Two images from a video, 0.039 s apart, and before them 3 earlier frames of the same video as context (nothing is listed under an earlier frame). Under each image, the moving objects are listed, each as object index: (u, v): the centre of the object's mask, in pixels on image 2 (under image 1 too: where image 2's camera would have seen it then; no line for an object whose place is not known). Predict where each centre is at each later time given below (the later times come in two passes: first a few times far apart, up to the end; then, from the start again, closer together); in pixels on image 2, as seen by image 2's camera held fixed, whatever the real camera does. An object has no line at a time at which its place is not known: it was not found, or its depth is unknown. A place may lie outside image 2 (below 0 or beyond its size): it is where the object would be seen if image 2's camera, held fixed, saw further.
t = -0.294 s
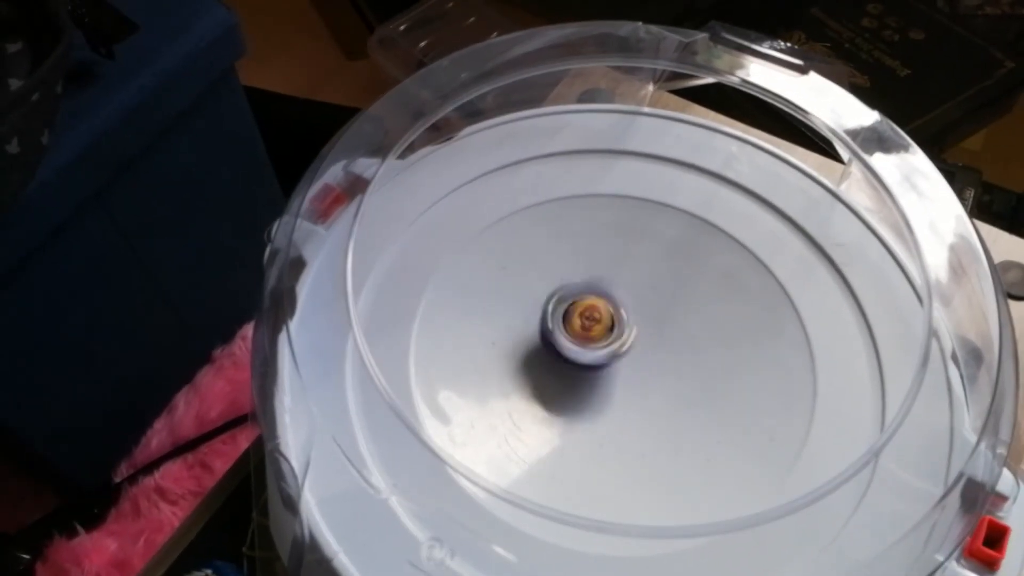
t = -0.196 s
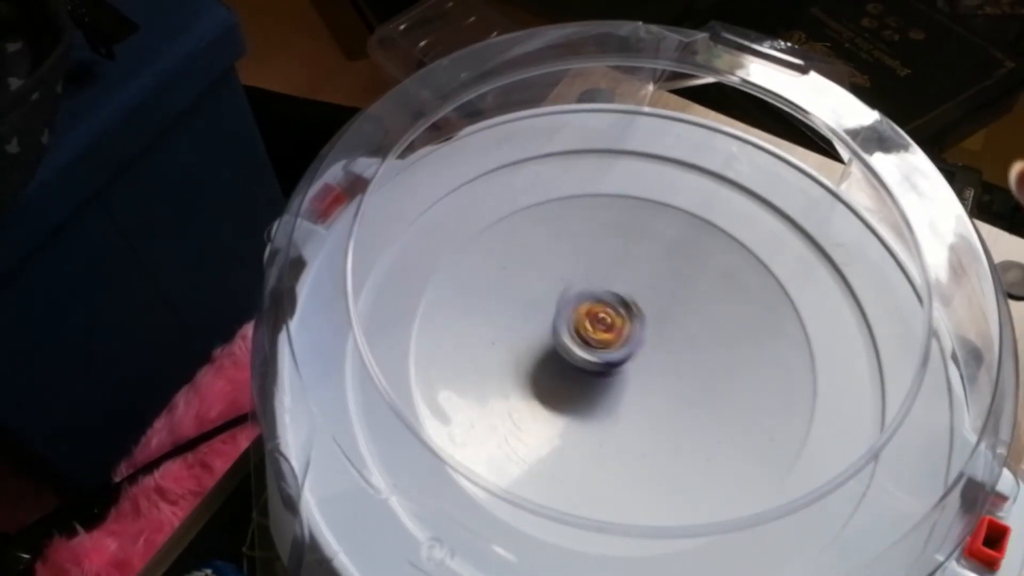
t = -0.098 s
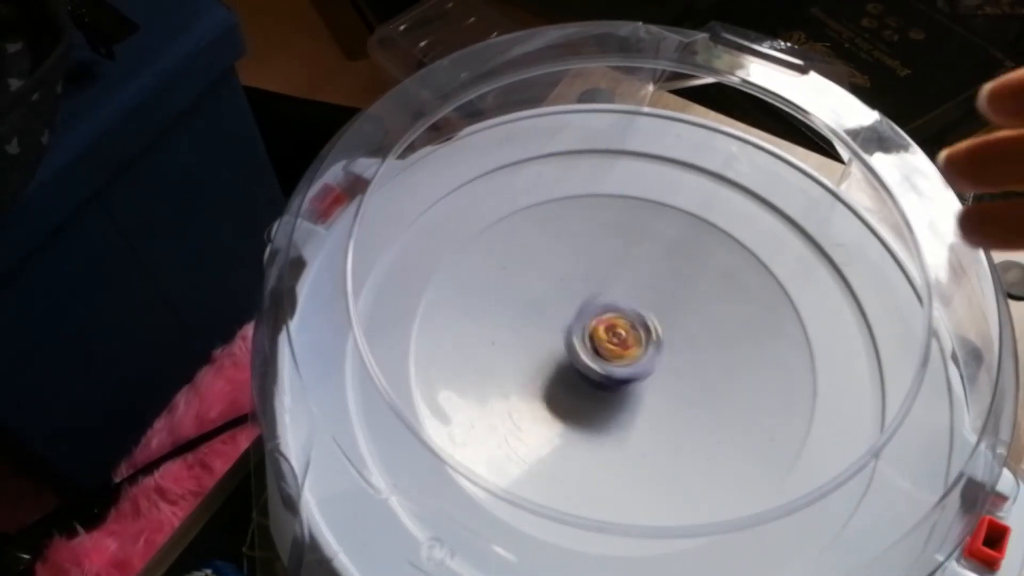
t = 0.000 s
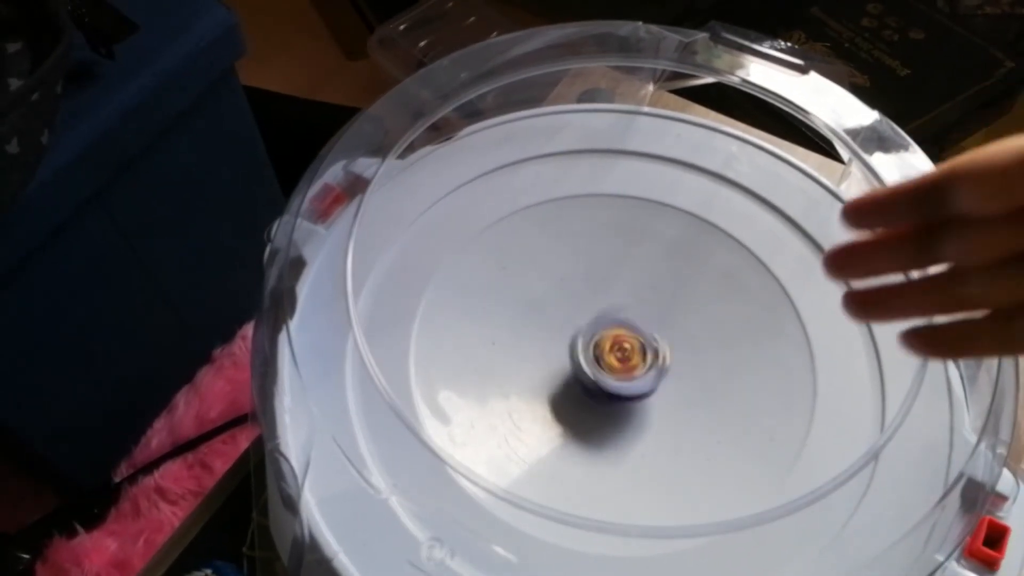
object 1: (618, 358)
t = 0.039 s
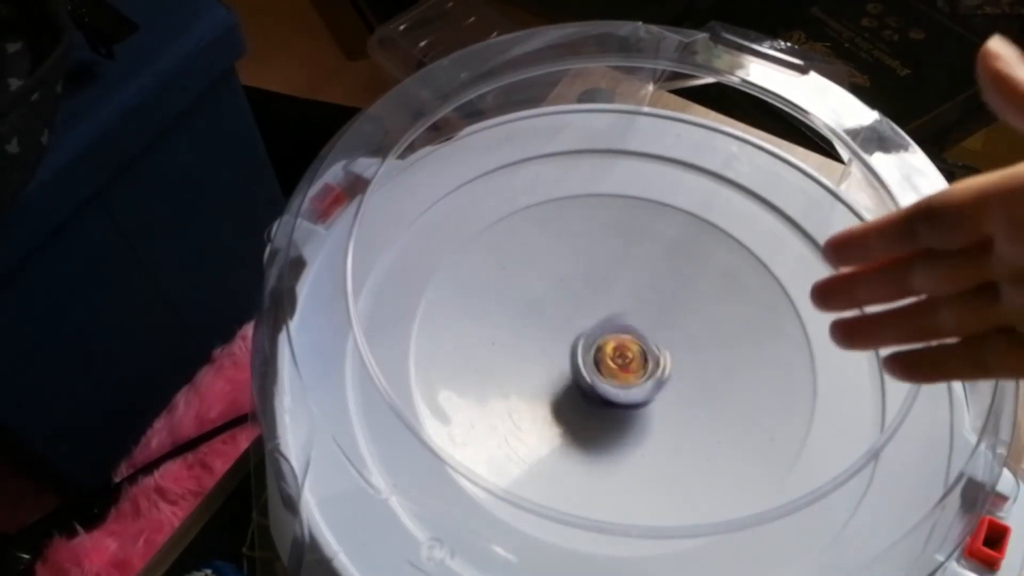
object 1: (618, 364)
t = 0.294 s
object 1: (598, 371)
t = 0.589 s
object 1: (630, 336)
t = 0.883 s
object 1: (630, 355)
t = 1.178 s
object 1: (587, 334)
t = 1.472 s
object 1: (614, 342)
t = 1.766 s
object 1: (602, 371)
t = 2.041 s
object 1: (608, 343)
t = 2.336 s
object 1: (642, 350)
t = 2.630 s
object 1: (602, 345)
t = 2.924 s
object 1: (607, 329)
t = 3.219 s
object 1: (609, 366)
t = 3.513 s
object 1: (597, 352)
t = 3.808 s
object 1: (636, 349)
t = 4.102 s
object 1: (613, 356)
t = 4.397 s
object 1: (605, 328)
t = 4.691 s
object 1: (615, 352)
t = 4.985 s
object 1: (595, 357)
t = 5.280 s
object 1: (615, 339)
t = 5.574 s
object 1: (629, 358)
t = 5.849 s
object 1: (600, 347)
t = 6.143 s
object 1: (614, 335)
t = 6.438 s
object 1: (613, 361)
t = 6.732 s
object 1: (598, 351)
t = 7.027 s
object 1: (625, 340)
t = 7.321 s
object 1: (615, 354)
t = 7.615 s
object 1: (602, 337)
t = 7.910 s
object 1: (615, 342)
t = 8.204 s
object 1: (620, 358)
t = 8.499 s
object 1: (613, 357)
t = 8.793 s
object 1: (604, 339)
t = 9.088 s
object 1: (618, 341)
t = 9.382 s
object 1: (602, 357)
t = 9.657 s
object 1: (602, 344)
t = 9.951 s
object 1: (625, 352)
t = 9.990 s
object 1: (625, 352)
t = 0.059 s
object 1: (618, 368)
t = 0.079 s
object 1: (618, 373)
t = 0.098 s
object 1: (616, 372)
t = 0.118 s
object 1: (615, 376)
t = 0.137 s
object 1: (612, 374)
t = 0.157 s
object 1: (610, 378)
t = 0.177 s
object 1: (608, 376)
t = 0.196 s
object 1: (606, 376)
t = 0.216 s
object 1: (603, 377)
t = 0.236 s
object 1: (603, 375)
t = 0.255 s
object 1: (601, 375)
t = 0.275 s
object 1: (602, 372)
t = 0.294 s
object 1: (598, 371)
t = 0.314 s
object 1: (598, 365)
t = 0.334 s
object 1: (600, 363)
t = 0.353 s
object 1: (598, 358)
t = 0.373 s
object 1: (601, 358)
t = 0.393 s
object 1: (601, 354)
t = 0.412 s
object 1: (604, 353)
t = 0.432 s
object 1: (604, 349)
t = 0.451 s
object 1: (609, 345)
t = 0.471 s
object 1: (610, 344)
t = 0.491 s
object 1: (615, 340)
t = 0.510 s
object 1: (616, 340)
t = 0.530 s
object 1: (619, 339)
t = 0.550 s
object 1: (621, 338)
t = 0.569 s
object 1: (625, 334)
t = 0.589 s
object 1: (630, 336)
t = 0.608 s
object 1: (631, 335)
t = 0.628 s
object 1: (635, 336)
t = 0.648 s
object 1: (637, 333)
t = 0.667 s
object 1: (638, 337)
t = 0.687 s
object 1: (642, 339)
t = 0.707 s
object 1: (644, 339)
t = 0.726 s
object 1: (643, 342)
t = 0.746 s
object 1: (645, 342)
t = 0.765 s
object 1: (642, 344)
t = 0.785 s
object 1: (644, 346)
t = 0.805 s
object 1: (640, 348)
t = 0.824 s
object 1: (638, 350)
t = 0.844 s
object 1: (637, 353)
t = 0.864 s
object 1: (632, 352)
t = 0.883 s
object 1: (630, 355)
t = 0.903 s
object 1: (627, 353)
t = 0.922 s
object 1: (623, 356)
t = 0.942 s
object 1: (616, 355)
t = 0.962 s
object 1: (614, 354)
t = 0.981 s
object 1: (611, 354)
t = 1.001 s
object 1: (610, 352)
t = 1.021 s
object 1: (605, 350)
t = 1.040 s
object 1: (603, 350)
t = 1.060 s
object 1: (598, 347)
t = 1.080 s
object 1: (595, 343)
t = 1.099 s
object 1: (592, 342)
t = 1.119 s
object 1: (592, 340)
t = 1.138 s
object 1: (590, 339)
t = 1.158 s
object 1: (590, 336)
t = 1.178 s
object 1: (587, 334)
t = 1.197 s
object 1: (588, 330)
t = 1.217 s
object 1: (590, 329)
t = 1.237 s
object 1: (590, 326)
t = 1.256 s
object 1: (591, 326)
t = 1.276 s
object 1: (593, 325)
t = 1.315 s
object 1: (598, 326)
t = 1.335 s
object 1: (602, 327)
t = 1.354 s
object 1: (604, 327)
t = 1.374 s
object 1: (607, 329)
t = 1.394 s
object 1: (607, 330)
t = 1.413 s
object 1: (610, 334)
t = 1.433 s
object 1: (611, 334)
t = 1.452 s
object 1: (615, 338)
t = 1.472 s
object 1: (614, 342)
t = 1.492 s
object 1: (617, 345)
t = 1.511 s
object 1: (617, 348)
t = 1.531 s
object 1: (619, 351)
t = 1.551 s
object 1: (617, 351)
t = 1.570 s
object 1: (616, 357)
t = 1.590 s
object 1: (616, 361)
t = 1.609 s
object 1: (616, 361)
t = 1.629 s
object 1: (614, 365)
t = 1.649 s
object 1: (614, 367)
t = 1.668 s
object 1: (612, 368)
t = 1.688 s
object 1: (607, 372)
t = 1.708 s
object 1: (607, 373)
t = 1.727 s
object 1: (604, 371)
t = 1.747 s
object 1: (603, 373)
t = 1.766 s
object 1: (602, 371)
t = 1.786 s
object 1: (599, 373)
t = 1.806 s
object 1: (599, 371)
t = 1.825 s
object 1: (597, 369)
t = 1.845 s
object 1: (595, 366)
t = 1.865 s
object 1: (594, 365)
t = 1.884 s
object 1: (594, 362)
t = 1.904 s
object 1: (594, 361)
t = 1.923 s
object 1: (597, 357)
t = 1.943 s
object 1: (599, 354)
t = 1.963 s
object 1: (599, 350)
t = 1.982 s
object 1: (602, 350)
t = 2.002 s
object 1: (603, 345)
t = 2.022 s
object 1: (604, 345)
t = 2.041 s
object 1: (608, 343)
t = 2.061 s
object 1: (615, 341)
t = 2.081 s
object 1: (614, 339)
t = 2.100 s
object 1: (618, 340)
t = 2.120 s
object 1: (620, 338)
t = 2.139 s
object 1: (623, 339)
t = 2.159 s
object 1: (626, 337)
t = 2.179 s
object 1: (627, 339)
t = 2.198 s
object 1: (633, 339)
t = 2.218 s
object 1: (638, 340)
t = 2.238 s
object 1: (637, 340)
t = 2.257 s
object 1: (638, 344)
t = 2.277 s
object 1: (640, 343)
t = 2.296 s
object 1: (640, 345)
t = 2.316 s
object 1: (640, 348)
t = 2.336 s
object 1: (642, 350)
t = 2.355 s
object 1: (640, 350)
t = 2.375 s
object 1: (639, 354)
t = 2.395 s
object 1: (637, 353)
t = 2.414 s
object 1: (634, 356)
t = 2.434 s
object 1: (633, 355)
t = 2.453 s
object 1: (628, 357)
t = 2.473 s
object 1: (623, 355)
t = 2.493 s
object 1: (620, 357)
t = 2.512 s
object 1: (618, 355)
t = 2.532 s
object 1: (615, 355)
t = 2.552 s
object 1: (614, 353)
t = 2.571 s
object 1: (608, 352)
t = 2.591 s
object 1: (605, 349)
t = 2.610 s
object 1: (603, 349)
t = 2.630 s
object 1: (602, 345)
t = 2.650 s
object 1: (598, 343)
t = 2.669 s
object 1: (599, 342)
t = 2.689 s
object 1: (597, 339)
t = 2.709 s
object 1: (594, 335)
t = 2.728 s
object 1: (594, 334)
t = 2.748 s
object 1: (596, 332)
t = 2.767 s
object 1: (595, 331)
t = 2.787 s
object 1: (598, 330)
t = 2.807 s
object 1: (597, 328)
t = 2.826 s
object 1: (599, 326)
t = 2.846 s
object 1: (600, 326)
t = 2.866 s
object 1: (604, 326)
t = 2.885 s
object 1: (604, 326)
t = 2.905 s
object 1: (607, 329)
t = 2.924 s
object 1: (607, 329)
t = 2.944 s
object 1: (611, 330)
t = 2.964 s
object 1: (611, 333)
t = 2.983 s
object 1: (614, 336)
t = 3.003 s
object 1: (614, 337)
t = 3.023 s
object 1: (616, 340)
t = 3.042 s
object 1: (615, 339)
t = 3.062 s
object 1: (617, 347)
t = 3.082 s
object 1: (617, 349)
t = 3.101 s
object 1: (617, 352)
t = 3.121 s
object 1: (616, 352)
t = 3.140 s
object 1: (614, 357)
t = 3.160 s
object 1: (614, 358)
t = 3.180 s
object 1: (613, 359)
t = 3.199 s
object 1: (610, 362)
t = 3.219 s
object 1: (609, 366)
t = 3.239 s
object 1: (607, 365)
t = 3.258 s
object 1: (605, 367)
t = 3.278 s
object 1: (605, 367)
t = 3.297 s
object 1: (601, 367)
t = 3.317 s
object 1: (598, 366)
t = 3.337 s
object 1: (596, 367)
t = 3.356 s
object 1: (597, 365)
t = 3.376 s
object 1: (594, 363)
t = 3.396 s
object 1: (596, 364)
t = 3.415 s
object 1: (594, 362)
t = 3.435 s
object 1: (595, 358)
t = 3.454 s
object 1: (592, 357)
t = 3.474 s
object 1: (596, 356)
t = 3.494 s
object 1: (595, 353)
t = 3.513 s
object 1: (597, 352)
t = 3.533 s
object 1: (600, 349)
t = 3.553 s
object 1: (599, 349)
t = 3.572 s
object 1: (605, 346)
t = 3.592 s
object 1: (608, 346)
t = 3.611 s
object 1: (610, 342)
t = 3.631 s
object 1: (610, 343)
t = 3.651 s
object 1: (615, 343)
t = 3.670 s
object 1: (617, 341)
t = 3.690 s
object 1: (622, 341)
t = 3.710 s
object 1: (623, 343)
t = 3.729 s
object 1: (628, 344)
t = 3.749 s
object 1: (629, 344)
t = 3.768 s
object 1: (632, 346)
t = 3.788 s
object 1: (632, 345)
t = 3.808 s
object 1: (636, 349)
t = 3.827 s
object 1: (636, 349)
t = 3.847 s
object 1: (638, 353)
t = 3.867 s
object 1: (637, 353)
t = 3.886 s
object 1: (636, 354)
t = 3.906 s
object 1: (637, 355)
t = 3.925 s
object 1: (634, 357)
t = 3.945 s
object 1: (632, 357)
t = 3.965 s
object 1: (629, 359)
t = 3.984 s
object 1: (630, 359)
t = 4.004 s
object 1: (627, 360)
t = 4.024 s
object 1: (626, 360)
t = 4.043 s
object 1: (623, 358)
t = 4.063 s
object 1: (618, 358)
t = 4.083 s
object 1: (614, 356)
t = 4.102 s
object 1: (613, 356)
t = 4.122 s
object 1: (611, 353)
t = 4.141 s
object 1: (606, 353)
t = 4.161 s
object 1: (607, 352)
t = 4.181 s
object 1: (604, 348)
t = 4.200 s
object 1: (602, 344)
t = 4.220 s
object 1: (600, 342)
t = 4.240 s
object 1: (601, 342)
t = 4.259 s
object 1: (598, 339)
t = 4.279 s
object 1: (598, 337)
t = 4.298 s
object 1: (600, 334)
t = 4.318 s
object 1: (601, 333)
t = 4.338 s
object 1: (600, 330)
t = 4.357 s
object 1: (601, 329)
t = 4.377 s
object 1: (605, 329)
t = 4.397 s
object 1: (605, 328)
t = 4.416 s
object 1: (606, 329)
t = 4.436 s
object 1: (607, 329)
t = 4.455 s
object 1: (612, 329)
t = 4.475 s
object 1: (611, 328)
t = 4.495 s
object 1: (611, 332)
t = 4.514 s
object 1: (614, 332)
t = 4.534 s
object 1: (615, 333)
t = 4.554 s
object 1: (617, 335)
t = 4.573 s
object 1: (615, 339)
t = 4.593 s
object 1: (618, 340)
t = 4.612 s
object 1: (618, 342)
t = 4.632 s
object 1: (619, 345)
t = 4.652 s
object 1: (617, 345)
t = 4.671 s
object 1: (615, 350)
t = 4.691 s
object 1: (615, 352)
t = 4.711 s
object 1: (615, 355)
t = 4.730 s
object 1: (613, 354)
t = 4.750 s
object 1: (610, 358)
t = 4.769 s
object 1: (611, 359)
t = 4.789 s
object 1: (608, 359)
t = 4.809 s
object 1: (606, 361)
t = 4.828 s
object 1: (603, 360)
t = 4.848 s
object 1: (602, 363)
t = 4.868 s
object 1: (599, 361)
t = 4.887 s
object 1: (598, 362)
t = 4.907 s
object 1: (598, 361)
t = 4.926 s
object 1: (596, 360)
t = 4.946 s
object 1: (595, 359)
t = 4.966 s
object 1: (594, 358)
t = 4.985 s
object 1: (595, 357)
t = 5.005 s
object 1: (593, 354)
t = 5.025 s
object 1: (592, 355)
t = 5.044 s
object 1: (595, 353)
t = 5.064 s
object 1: (595, 351)
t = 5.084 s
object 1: (597, 348)
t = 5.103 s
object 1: (596, 348)
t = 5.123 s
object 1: (600, 347)
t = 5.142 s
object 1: (600, 344)
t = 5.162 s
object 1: (601, 344)
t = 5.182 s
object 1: (605, 342)
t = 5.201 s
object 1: (607, 344)
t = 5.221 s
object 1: (610, 341)
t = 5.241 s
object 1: (611, 341)
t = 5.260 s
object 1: (615, 342)
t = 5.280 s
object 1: (615, 339)
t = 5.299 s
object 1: (616, 342)
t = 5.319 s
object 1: (622, 343)
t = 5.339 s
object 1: (624, 344)
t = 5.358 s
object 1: (626, 343)
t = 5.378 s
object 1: (626, 345)
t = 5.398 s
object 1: (630, 347)
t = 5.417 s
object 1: (629, 345)
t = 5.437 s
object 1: (633, 350)
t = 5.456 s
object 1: (632, 350)
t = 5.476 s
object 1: (632, 353)
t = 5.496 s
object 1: (632, 352)
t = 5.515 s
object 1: (631, 355)
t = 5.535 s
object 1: (632, 356)
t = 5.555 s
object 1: (630, 355)
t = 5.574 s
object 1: (629, 358)
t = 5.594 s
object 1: (625, 358)
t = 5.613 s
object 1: (624, 359)
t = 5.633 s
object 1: (624, 358)
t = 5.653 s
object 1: (620, 358)
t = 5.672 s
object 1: (619, 360)
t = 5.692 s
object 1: (614, 358)
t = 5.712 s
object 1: (614, 356)
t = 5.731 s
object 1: (610, 354)
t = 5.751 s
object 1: (608, 355)
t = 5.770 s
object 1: (609, 354)
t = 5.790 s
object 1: (605, 352)
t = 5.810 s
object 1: (604, 348)
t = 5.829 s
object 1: (601, 347)
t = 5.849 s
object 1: (600, 347)
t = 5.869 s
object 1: (600, 343)
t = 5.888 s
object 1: (599, 343)
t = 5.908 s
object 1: (600, 341)
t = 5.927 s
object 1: (598, 338)
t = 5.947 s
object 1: (601, 336)
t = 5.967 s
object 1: (599, 334)
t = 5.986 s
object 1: (600, 335)
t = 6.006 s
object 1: (602, 333)
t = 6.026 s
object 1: (602, 332)
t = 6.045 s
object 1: (604, 333)
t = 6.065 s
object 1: (606, 332)
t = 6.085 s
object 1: (610, 333)
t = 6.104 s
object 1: (609, 331)
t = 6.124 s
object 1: (610, 334)
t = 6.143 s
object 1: (614, 335)
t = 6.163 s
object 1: (613, 334)
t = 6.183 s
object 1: (617, 337)
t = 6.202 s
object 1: (616, 337)
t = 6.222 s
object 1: (616, 341)
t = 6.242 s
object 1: (619, 342)
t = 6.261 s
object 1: (619, 343)
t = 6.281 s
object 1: (620, 347)
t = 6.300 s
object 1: (619, 346)
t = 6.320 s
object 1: (620, 354)
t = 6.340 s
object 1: (618, 353)
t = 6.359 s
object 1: (618, 355)
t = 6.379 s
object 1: (619, 356)
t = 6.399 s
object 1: (616, 356)
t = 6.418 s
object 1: (614, 360)
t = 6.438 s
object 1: (613, 361)
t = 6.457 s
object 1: (612, 362)
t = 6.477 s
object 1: (612, 362)
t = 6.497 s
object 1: (608, 363)
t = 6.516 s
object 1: (607, 364)
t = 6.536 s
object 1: (607, 363)
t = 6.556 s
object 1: (605, 364)
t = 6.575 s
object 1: (603, 362)
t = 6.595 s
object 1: (601, 362)
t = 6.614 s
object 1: (602, 361)
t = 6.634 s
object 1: (600, 359)
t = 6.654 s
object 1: (599, 359)
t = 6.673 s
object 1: (601, 357)
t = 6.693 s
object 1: (597, 355)
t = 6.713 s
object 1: (600, 354)
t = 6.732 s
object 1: (598, 351)
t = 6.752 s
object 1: (599, 351)
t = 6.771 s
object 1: (602, 348)
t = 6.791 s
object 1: (600, 346)
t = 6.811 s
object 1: (604, 345)
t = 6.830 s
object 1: (605, 343)
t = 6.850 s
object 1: (607, 342)
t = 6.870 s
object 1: (610, 341)
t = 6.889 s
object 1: (609, 341)
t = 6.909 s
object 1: (610, 341)
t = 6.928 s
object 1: (616, 340)
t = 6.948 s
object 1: (618, 340)
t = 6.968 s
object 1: (620, 339)
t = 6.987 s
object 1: (620, 340)
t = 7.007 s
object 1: (623, 342)
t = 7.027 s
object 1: (625, 340)
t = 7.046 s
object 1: (625, 342)
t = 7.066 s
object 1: (628, 343)
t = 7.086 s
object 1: (627, 344)
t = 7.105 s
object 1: (630, 346)
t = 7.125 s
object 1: (628, 345)
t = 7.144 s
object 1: (628, 348)
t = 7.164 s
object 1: (631, 349)
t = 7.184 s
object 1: (627, 353)
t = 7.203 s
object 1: (628, 353)
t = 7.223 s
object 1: (625, 353)
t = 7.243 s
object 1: (624, 356)
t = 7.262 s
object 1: (625, 355)
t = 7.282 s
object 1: (621, 354)
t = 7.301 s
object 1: (619, 356)
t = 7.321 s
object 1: (615, 354)
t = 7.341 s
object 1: (613, 355)
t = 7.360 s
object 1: (613, 354)
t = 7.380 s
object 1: (608, 352)
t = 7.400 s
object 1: (606, 353)
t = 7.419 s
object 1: (606, 352)
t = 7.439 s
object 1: (602, 349)
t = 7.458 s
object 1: (603, 347)
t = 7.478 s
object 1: (600, 345)
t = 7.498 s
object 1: (598, 345)
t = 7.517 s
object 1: (601, 344)
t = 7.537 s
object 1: (599, 341)
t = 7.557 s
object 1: (601, 340)
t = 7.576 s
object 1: (599, 337)
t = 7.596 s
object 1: (598, 337)
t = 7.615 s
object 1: (602, 337)
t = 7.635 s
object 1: (601, 335)
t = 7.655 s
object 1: (601, 335)
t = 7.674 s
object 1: (605, 335)
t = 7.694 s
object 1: (604, 335)
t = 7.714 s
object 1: (607, 336)
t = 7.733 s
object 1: (607, 335)
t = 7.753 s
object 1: (609, 335)
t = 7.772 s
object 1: (611, 336)
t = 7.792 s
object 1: (609, 335)
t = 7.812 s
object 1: (613, 338)
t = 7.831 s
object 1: (613, 338)
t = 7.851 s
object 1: (614, 338)
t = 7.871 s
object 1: (617, 340)
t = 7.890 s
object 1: (614, 339)
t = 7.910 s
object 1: (615, 342)
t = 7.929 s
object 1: (617, 344)
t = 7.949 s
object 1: (619, 345)
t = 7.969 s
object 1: (621, 346)
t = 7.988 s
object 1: (619, 345)
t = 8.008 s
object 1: (619, 349)
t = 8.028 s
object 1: (622, 351)
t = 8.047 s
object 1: (621, 350)
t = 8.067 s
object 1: (623, 352)
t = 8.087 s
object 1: (620, 352)
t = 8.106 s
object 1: (620, 355)
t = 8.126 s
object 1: (622, 356)
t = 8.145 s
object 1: (621, 354)
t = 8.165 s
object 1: (622, 356)
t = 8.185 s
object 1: (622, 356)
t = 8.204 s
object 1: (620, 358)
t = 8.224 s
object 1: (622, 360)
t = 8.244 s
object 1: (621, 357)
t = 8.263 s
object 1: (621, 359)
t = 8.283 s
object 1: (622, 359)
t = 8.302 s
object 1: (618, 360)
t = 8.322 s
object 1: (619, 362)
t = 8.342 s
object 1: (620, 360)
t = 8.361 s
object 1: (618, 359)
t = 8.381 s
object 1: (619, 360)
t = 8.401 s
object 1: (618, 359)
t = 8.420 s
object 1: (615, 359)
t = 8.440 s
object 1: (616, 359)
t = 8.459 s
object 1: (614, 358)
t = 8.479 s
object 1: (613, 358)
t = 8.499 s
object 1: (613, 357)
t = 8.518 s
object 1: (610, 355)
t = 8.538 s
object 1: (609, 356)
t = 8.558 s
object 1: (608, 352)
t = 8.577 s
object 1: (607, 353)
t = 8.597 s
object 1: (609, 351)
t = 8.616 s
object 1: (606, 349)
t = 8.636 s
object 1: (605, 350)
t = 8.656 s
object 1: (607, 349)
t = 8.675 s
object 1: (604, 346)
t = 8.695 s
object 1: (606, 345)
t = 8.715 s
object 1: (605, 343)
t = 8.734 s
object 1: (604, 342)
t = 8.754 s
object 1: (605, 342)
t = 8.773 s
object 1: (605, 339)
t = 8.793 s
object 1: (604, 339)
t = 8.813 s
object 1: (606, 338)
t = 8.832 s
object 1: (605, 337)
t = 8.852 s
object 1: (606, 337)
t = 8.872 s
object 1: (608, 336)
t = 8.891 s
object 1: (607, 335)
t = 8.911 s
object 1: (608, 335)
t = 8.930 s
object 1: (609, 334)
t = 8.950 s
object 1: (610, 335)
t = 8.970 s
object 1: (613, 337)
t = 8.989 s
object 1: (613, 334)
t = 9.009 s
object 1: (613, 337)
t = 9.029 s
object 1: (616, 340)
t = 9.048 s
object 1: (616, 338)
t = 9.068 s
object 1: (617, 342)
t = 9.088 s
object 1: (618, 341)
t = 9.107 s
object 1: (617, 343)
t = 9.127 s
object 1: (617, 347)
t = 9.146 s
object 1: (618, 347)
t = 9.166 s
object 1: (616, 348)
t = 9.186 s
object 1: (616, 352)
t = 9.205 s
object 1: (613, 352)
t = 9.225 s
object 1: (612, 355)
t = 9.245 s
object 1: (613, 356)
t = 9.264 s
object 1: (610, 354)
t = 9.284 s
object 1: (608, 357)
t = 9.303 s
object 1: (606, 356)
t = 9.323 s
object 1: (605, 358)
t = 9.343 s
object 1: (605, 358)
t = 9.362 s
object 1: (604, 357)
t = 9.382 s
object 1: (602, 357)
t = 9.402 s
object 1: (602, 358)
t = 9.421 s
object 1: (602, 356)
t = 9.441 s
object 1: (599, 355)
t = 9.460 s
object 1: (601, 355)
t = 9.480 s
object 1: (598, 353)
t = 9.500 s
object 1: (597, 354)
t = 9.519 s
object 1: (599, 354)
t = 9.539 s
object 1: (598, 351)
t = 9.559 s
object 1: (599, 351)
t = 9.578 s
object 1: (600, 348)
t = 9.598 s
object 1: (599, 348)
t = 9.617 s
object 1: (600, 348)
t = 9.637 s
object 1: (603, 346)
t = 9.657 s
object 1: (602, 344)
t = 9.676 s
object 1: (607, 345)
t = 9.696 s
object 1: (606, 343)
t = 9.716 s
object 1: (608, 343)
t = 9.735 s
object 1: (611, 344)
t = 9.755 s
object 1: (613, 341)
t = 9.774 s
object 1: (614, 343)
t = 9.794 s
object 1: (615, 344)
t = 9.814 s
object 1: (617, 344)
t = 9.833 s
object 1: (619, 347)
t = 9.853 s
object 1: (623, 347)
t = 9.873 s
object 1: (622, 346)
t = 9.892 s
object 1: (623, 348)
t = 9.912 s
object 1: (625, 350)
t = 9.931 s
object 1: (624, 351)
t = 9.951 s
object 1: (625, 352)
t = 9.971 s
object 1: (626, 351)
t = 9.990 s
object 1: (625, 352)
